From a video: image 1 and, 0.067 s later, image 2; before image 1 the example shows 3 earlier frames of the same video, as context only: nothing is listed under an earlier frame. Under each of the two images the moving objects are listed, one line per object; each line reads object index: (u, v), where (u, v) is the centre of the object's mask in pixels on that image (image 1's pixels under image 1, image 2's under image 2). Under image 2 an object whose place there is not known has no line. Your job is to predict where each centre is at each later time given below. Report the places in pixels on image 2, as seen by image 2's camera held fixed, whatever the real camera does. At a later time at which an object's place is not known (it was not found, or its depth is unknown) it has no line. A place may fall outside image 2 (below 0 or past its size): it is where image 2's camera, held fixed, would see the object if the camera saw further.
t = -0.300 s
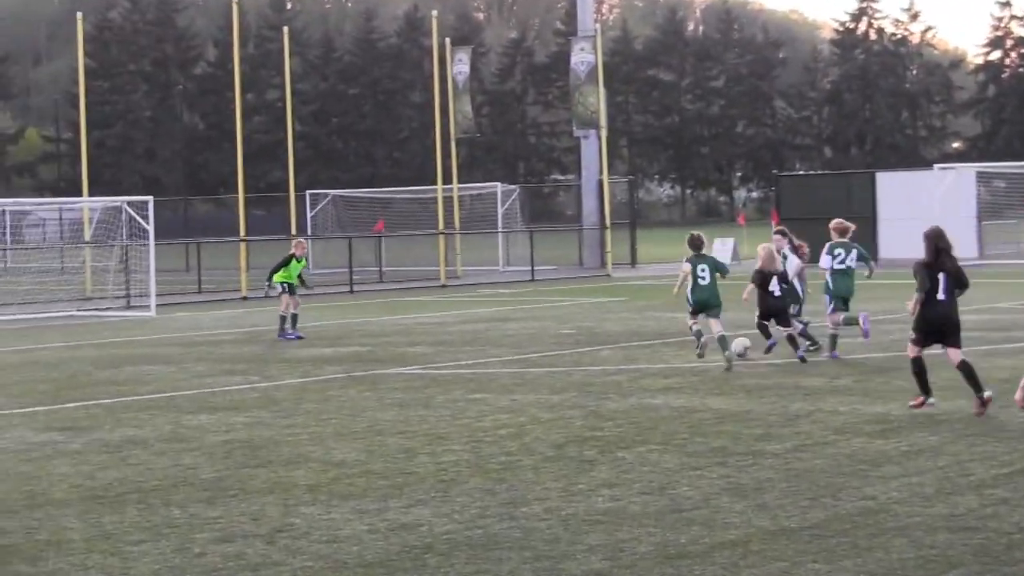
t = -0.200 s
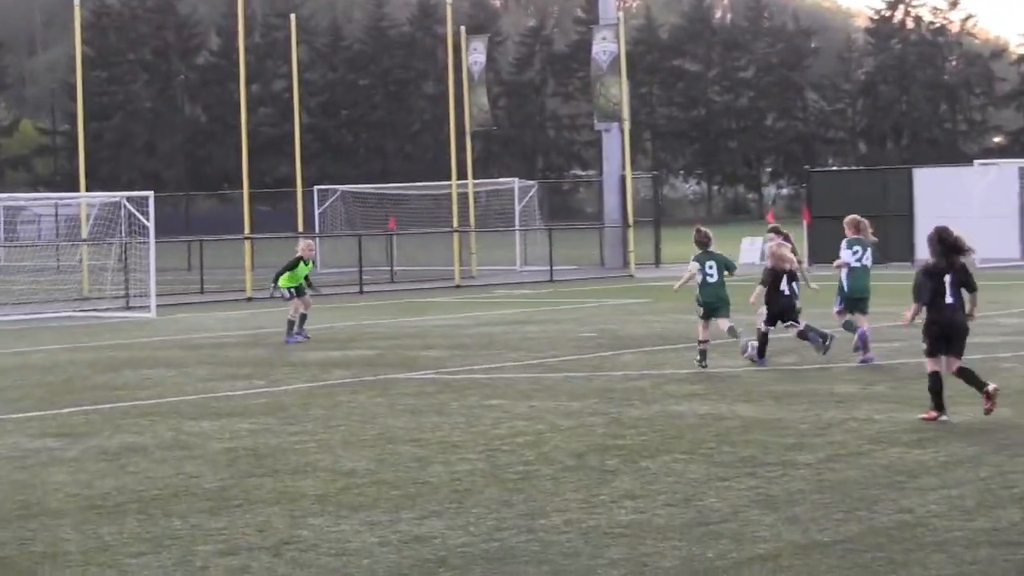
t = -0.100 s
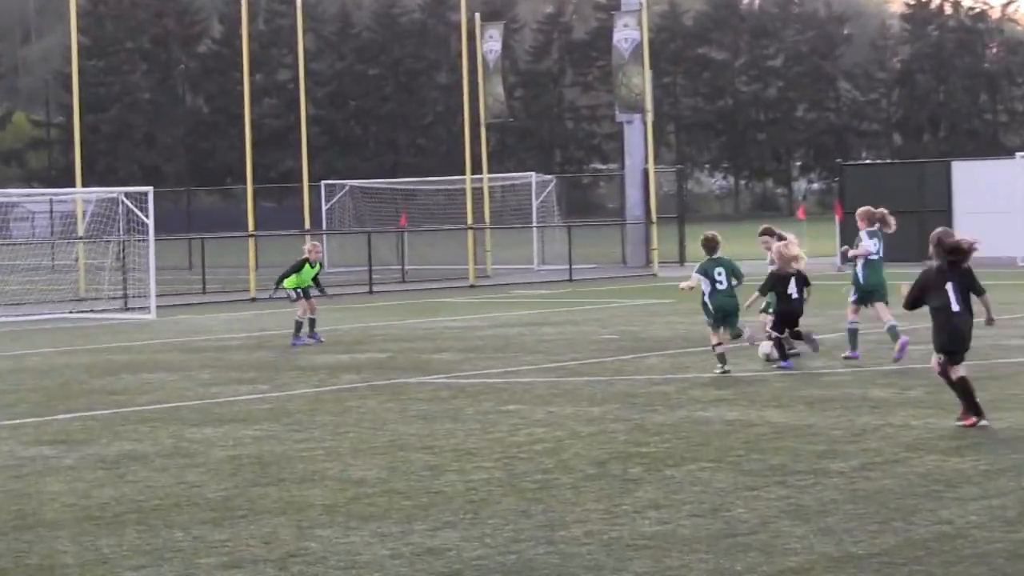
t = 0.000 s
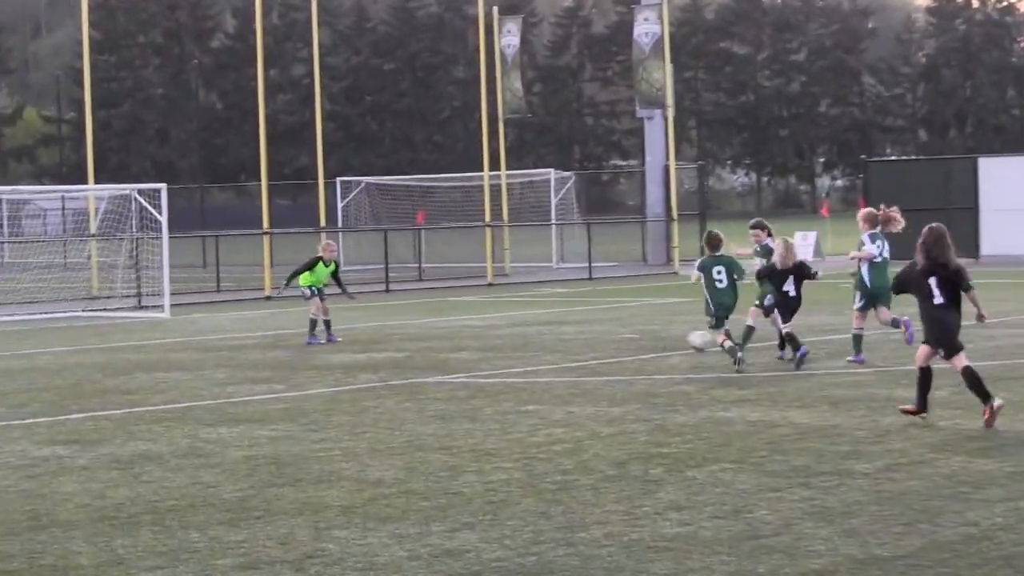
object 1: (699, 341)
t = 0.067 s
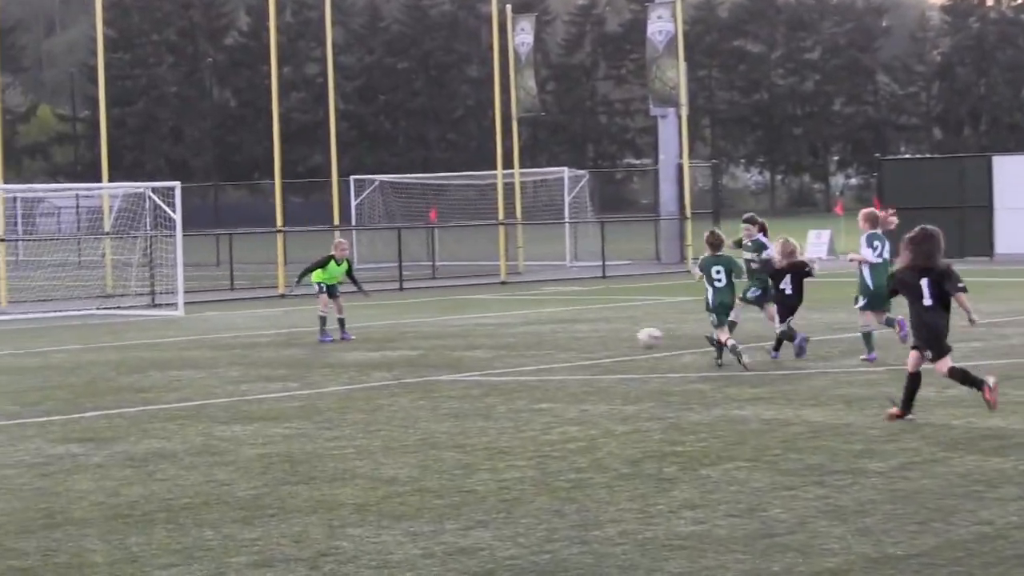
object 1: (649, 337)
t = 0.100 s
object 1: (620, 339)
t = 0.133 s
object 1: (591, 341)
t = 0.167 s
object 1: (560, 343)
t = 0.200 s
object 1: (531, 347)
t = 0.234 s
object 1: (504, 352)
